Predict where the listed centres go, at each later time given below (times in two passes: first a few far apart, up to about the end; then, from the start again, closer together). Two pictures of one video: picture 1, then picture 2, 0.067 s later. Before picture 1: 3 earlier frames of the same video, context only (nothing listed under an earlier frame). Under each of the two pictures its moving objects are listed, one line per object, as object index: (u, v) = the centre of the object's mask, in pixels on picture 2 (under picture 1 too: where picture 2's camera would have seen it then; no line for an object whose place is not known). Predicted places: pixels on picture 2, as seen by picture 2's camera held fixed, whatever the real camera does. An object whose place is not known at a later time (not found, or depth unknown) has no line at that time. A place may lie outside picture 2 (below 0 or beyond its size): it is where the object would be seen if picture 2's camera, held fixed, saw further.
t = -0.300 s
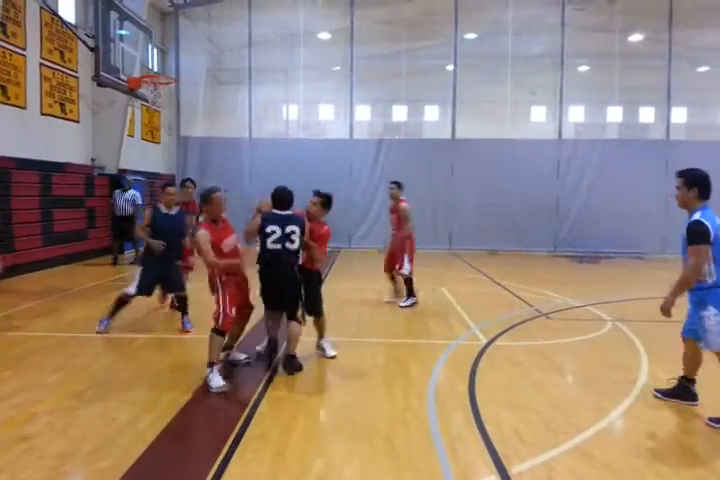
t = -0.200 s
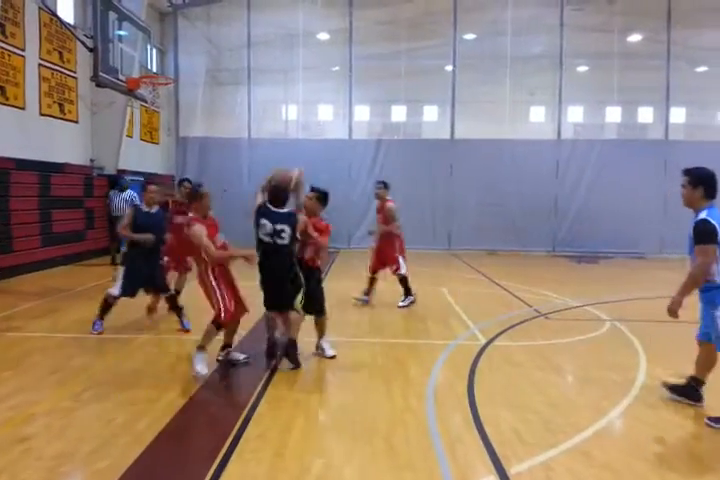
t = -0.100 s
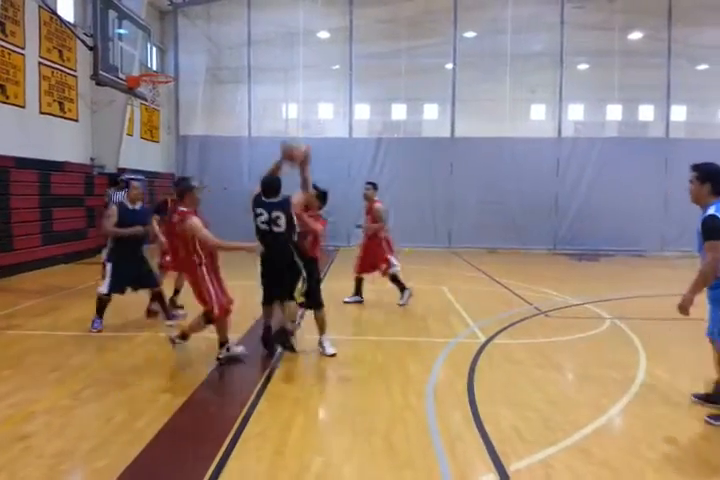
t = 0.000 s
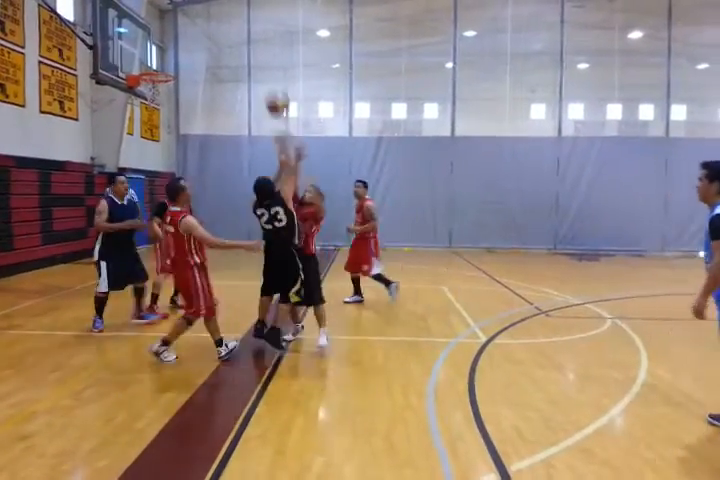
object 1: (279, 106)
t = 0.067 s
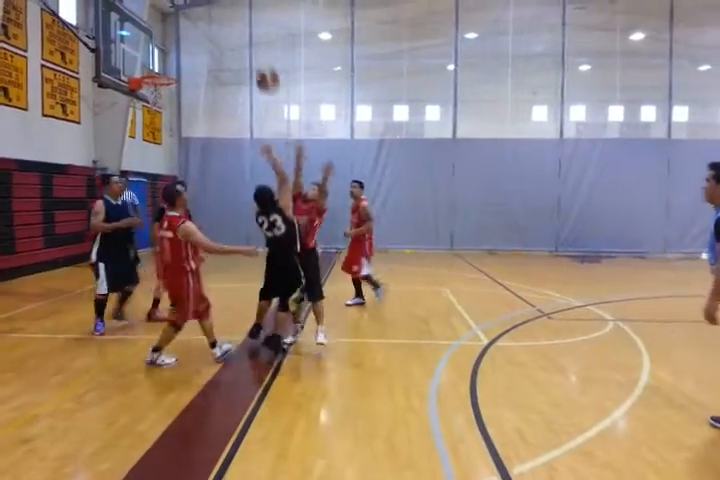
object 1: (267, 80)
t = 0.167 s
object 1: (249, 52)
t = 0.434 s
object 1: (209, 26)
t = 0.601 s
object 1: (190, 41)
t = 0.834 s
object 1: (181, 63)
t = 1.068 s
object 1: (202, 64)
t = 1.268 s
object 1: (221, 98)
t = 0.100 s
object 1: (261, 69)
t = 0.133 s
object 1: (255, 59)
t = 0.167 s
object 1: (249, 52)
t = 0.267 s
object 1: (233, 32)
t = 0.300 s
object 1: (228, 29)
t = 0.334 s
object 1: (223, 26)
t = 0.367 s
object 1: (218, 24)
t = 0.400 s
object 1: (214, 24)
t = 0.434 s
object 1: (209, 26)
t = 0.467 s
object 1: (205, 25)
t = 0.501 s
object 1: (201, 28)
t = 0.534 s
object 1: (197, 31)
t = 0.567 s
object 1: (193, 36)
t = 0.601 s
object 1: (190, 41)
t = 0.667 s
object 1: (184, 53)
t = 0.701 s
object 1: (181, 58)
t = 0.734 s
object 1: (177, 67)
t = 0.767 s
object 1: (176, 69)
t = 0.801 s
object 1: (179, 66)
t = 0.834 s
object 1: (181, 63)
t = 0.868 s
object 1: (184, 62)
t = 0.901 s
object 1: (186, 59)
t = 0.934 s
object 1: (188, 58)
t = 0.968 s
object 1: (192, 58)
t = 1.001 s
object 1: (195, 59)
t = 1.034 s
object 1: (199, 60)
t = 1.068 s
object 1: (202, 64)
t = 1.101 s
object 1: (205, 67)
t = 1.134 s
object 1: (208, 71)
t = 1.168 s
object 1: (212, 76)
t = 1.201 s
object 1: (215, 82)
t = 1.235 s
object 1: (218, 90)
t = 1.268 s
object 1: (221, 98)
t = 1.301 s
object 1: (224, 106)
